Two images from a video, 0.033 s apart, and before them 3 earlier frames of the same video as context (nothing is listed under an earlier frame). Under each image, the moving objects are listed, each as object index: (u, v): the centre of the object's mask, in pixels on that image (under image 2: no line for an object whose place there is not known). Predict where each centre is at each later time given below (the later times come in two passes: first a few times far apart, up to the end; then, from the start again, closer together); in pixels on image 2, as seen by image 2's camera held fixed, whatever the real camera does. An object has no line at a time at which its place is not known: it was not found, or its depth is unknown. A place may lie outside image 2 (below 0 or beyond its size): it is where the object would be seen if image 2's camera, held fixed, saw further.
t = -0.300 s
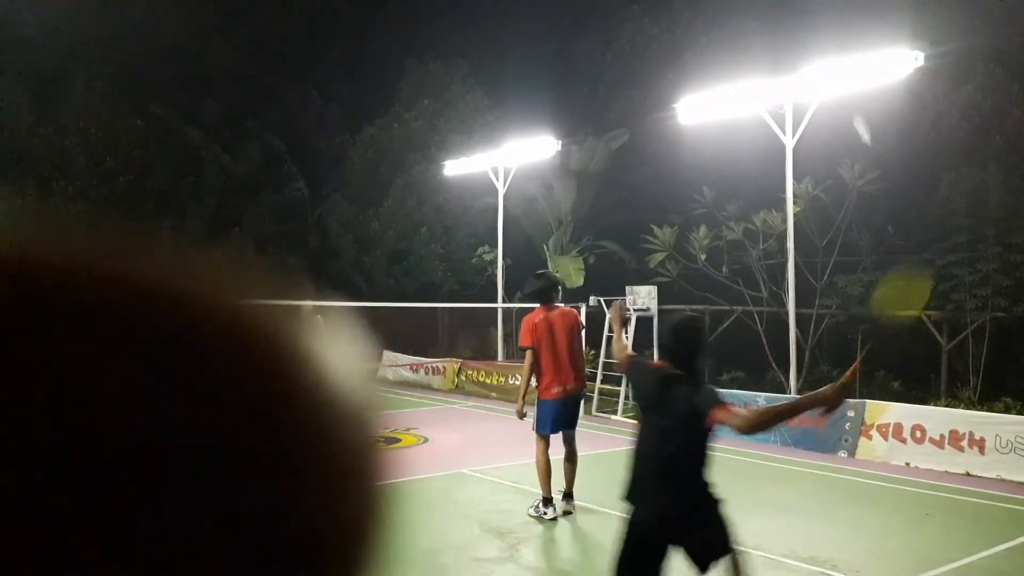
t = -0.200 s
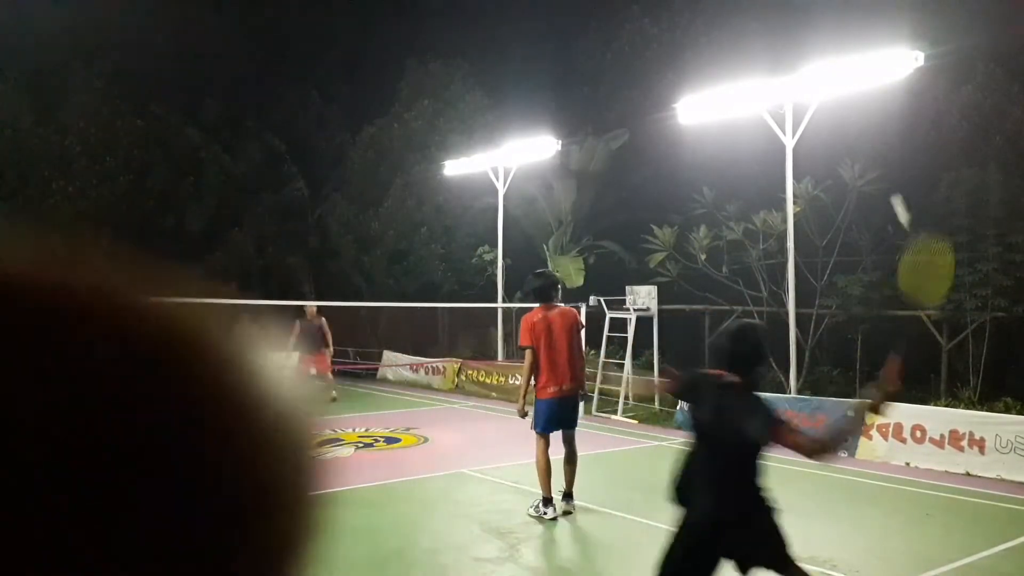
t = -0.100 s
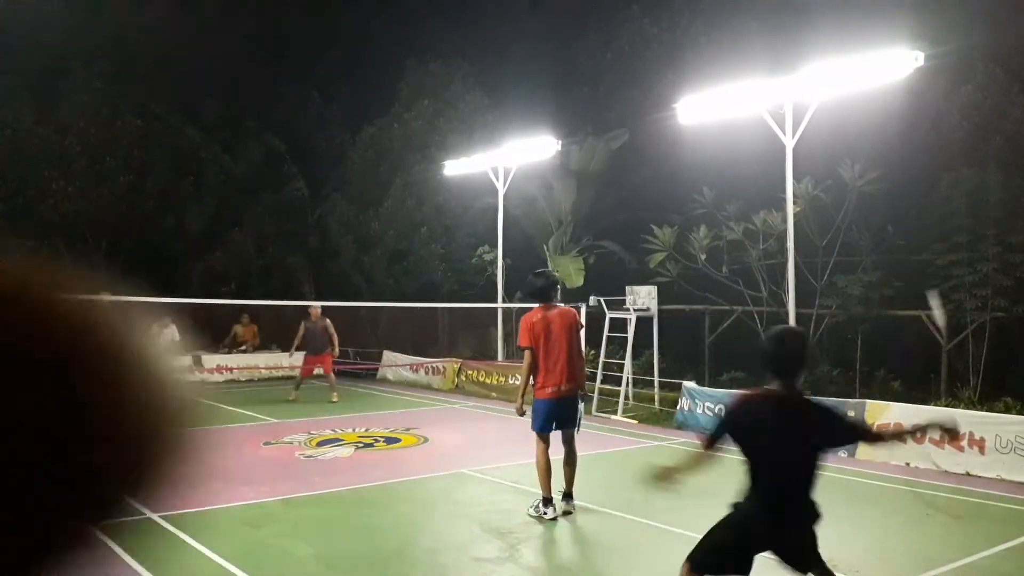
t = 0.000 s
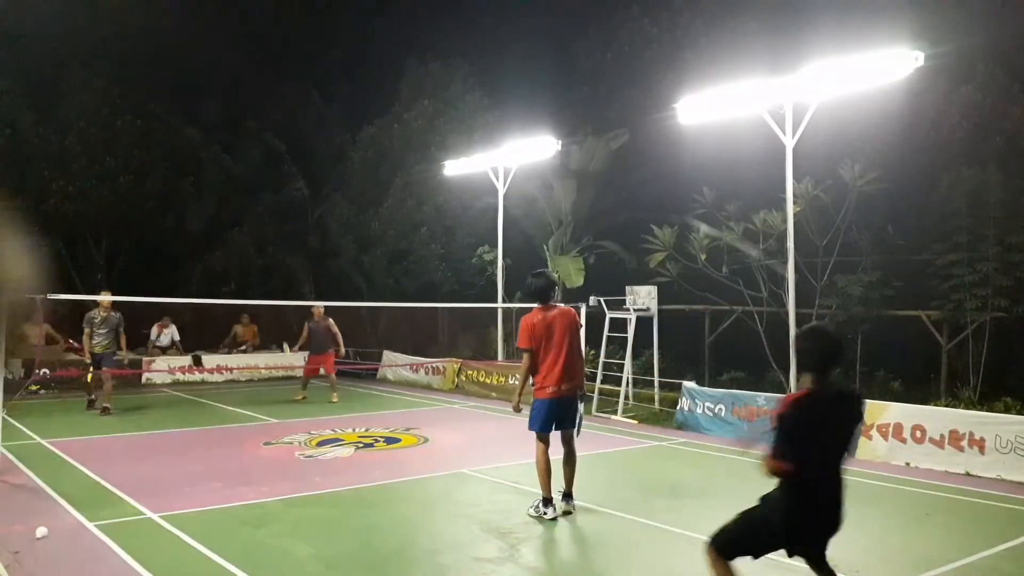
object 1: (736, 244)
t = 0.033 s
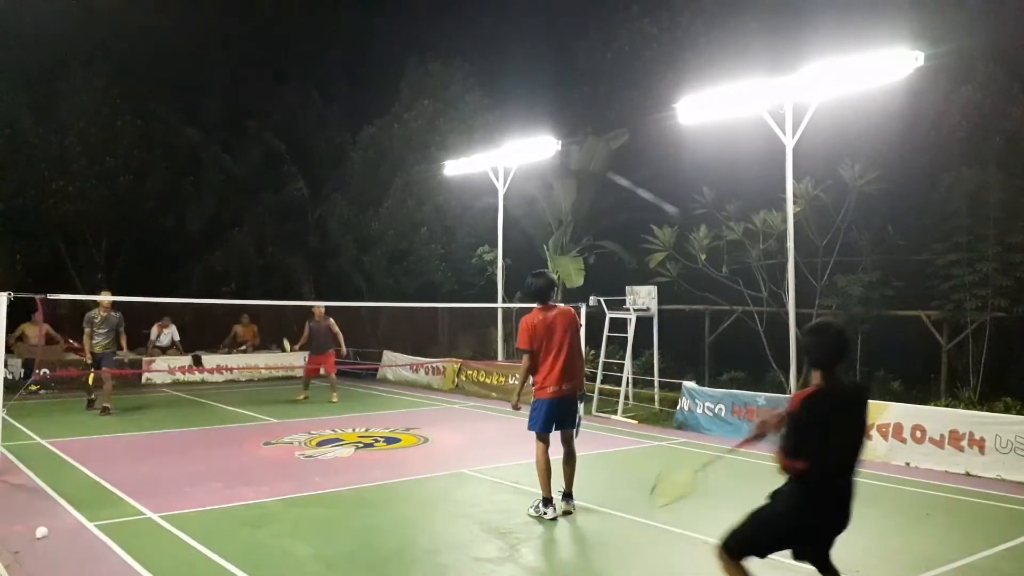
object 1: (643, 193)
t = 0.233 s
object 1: (433, 86)
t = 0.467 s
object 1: (360, 77)
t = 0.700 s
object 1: (324, 104)
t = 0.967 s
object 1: (301, 161)
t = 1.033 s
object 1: (297, 179)
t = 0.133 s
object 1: (499, 114)
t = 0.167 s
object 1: (473, 102)
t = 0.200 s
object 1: (452, 93)
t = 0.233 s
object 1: (433, 86)
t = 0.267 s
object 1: (418, 81)
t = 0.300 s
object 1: (406, 78)
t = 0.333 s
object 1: (394, 75)
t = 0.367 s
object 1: (384, 74)
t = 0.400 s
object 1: (375, 74)
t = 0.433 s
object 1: (367, 75)
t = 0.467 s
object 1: (360, 77)
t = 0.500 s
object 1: (353, 79)
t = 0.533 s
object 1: (347, 82)
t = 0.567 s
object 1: (341, 85)
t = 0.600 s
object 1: (337, 89)
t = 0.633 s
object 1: (332, 94)
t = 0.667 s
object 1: (328, 99)
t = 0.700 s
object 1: (324, 104)
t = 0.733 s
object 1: (320, 110)
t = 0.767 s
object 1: (316, 116)
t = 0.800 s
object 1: (313, 123)
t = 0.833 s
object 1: (310, 130)
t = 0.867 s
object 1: (308, 137)
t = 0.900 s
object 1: (305, 145)
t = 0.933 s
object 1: (303, 153)
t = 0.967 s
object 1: (301, 161)
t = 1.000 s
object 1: (298, 170)
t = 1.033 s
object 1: (297, 179)
